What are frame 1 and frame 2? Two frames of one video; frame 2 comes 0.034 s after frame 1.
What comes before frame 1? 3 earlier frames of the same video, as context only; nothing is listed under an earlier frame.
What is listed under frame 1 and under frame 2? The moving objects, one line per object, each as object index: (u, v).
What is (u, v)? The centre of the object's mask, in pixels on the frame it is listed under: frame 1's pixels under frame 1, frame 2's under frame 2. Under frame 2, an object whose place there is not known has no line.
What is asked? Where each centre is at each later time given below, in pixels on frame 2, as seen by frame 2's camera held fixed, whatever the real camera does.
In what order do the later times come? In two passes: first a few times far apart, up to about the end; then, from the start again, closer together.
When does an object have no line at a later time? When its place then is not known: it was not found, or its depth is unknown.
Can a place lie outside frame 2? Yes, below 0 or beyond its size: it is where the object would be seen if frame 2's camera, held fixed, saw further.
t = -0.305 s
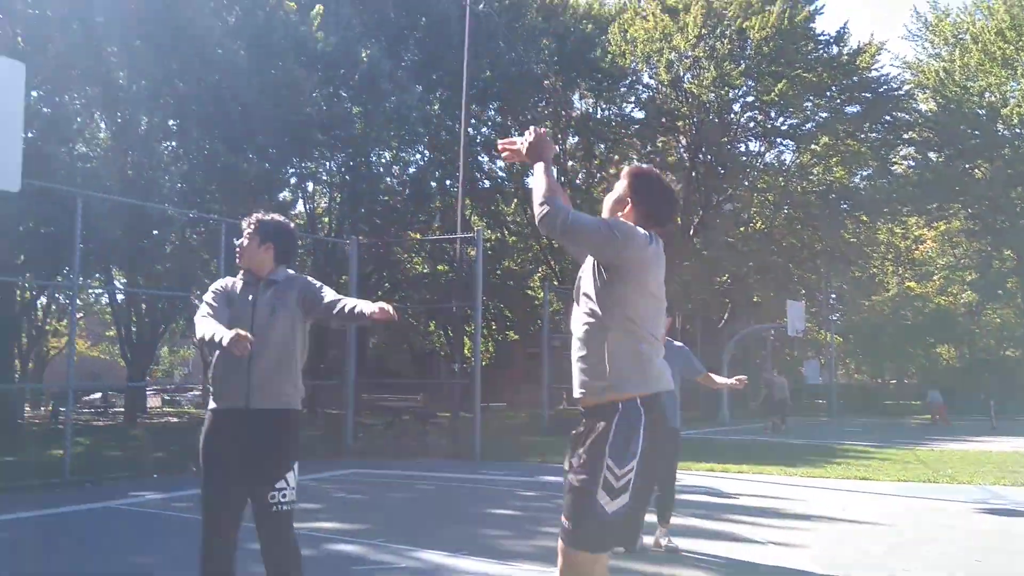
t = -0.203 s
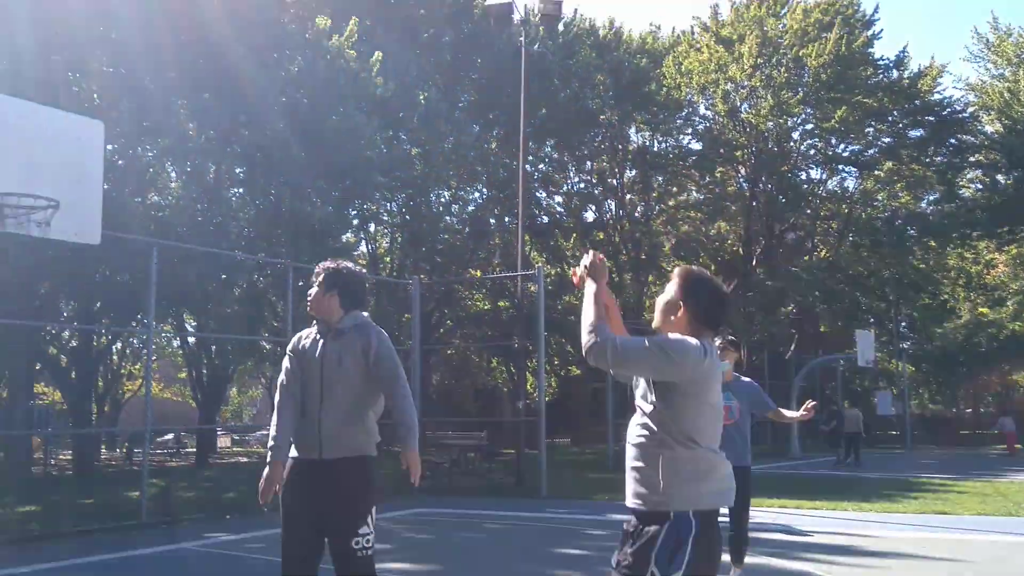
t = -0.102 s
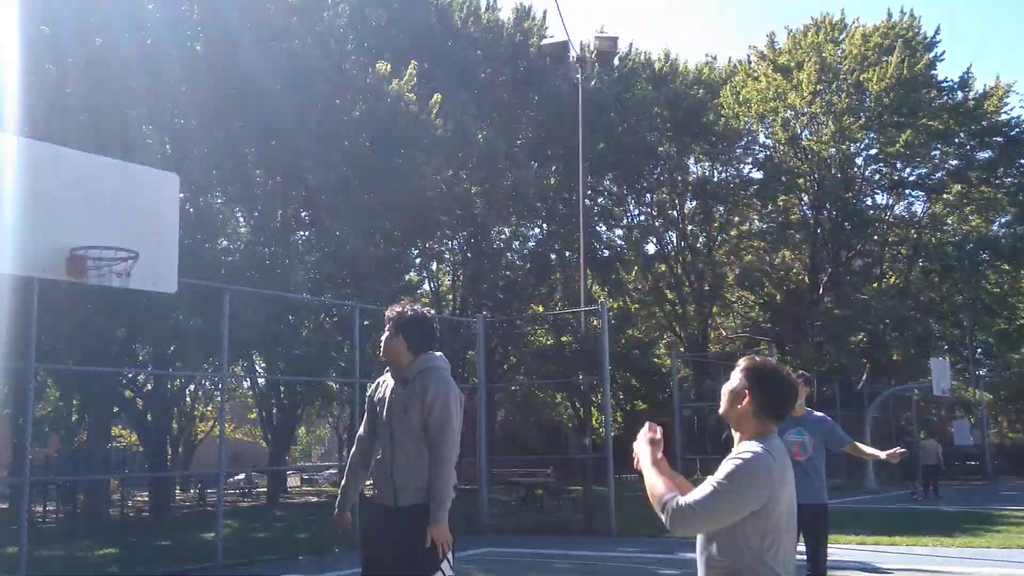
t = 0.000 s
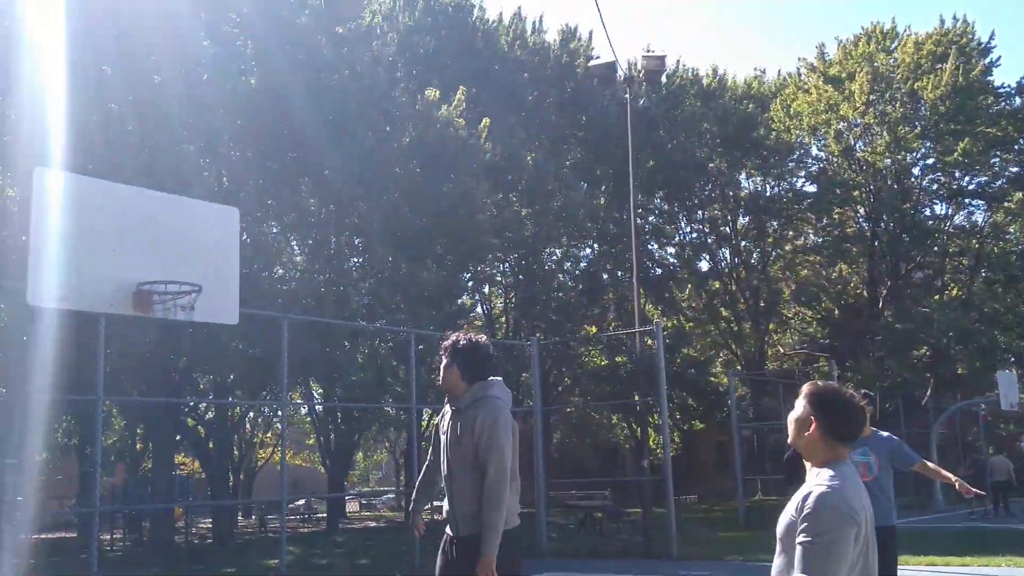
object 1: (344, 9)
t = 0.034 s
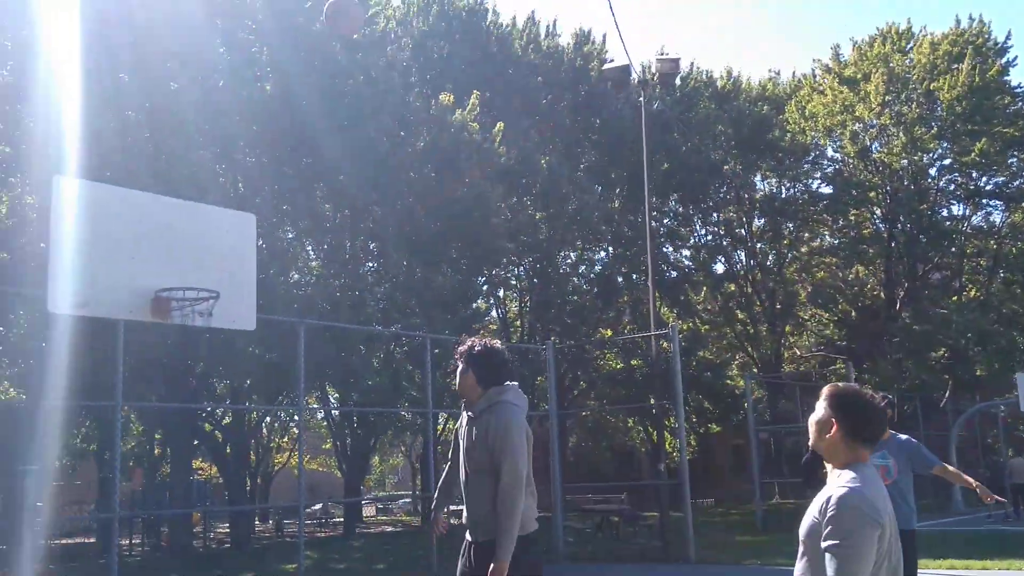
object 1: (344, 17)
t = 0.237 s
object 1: (272, 95)
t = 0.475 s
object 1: (202, 225)
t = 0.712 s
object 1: (228, 262)
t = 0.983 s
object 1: (292, 204)
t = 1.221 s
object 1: (347, 221)
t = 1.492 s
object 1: (416, 321)
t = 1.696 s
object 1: (474, 464)
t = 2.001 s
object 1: (555, 565)
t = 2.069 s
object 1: (569, 523)
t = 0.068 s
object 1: (330, 28)
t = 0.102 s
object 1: (318, 40)
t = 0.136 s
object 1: (306, 51)
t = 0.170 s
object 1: (293, 67)
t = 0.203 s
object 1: (283, 80)
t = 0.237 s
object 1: (272, 95)
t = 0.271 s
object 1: (261, 111)
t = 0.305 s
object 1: (250, 131)
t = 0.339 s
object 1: (241, 148)
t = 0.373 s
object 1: (231, 165)
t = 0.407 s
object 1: (221, 184)
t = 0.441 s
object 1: (212, 204)
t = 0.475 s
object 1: (202, 225)
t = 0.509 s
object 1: (193, 246)
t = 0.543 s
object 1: (185, 268)
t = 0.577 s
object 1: (176, 290)
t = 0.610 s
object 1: (195, 291)
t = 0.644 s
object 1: (212, 289)
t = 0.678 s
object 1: (219, 274)
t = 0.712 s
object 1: (228, 262)
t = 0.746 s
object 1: (235, 249)
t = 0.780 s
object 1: (243, 239)
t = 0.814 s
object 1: (251, 230)
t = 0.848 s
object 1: (259, 222)
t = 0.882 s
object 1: (268, 216)
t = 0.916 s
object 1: (276, 212)
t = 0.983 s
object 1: (292, 204)
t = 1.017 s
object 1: (299, 203)
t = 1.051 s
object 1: (308, 203)
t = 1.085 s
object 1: (316, 205)
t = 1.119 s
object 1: (324, 206)
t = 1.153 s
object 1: (332, 210)
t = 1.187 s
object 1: (340, 214)
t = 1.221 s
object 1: (347, 221)
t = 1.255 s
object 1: (358, 229)
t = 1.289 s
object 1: (365, 239)
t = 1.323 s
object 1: (373, 248)
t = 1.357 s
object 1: (381, 261)
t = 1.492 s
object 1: (416, 321)
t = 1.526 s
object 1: (426, 341)
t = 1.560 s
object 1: (435, 362)
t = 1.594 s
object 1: (444, 386)
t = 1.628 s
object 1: (454, 408)
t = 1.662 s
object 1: (462, 435)
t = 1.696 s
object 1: (474, 464)
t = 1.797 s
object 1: (505, 559)
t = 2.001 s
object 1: (555, 565)
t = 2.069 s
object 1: (569, 523)
